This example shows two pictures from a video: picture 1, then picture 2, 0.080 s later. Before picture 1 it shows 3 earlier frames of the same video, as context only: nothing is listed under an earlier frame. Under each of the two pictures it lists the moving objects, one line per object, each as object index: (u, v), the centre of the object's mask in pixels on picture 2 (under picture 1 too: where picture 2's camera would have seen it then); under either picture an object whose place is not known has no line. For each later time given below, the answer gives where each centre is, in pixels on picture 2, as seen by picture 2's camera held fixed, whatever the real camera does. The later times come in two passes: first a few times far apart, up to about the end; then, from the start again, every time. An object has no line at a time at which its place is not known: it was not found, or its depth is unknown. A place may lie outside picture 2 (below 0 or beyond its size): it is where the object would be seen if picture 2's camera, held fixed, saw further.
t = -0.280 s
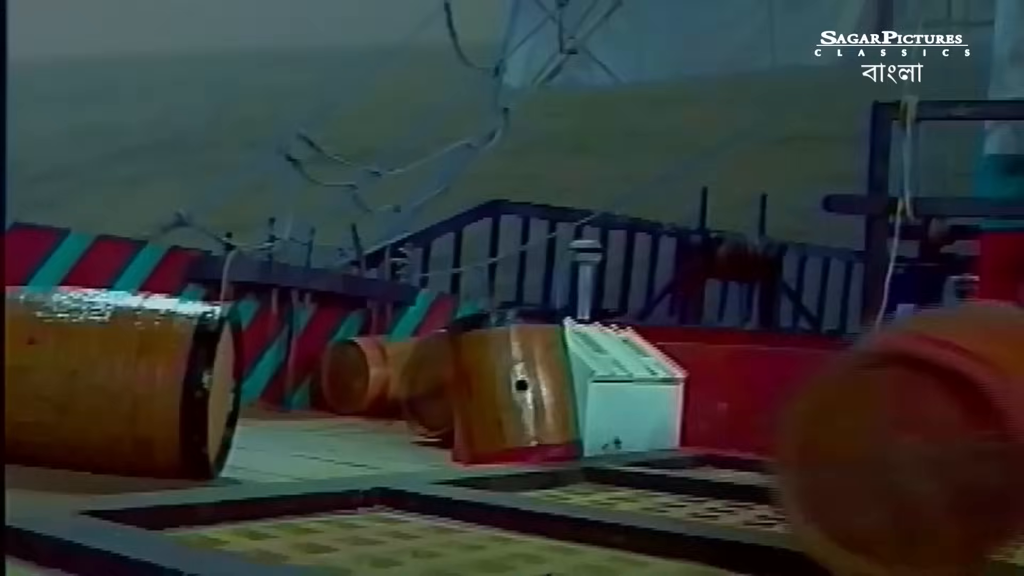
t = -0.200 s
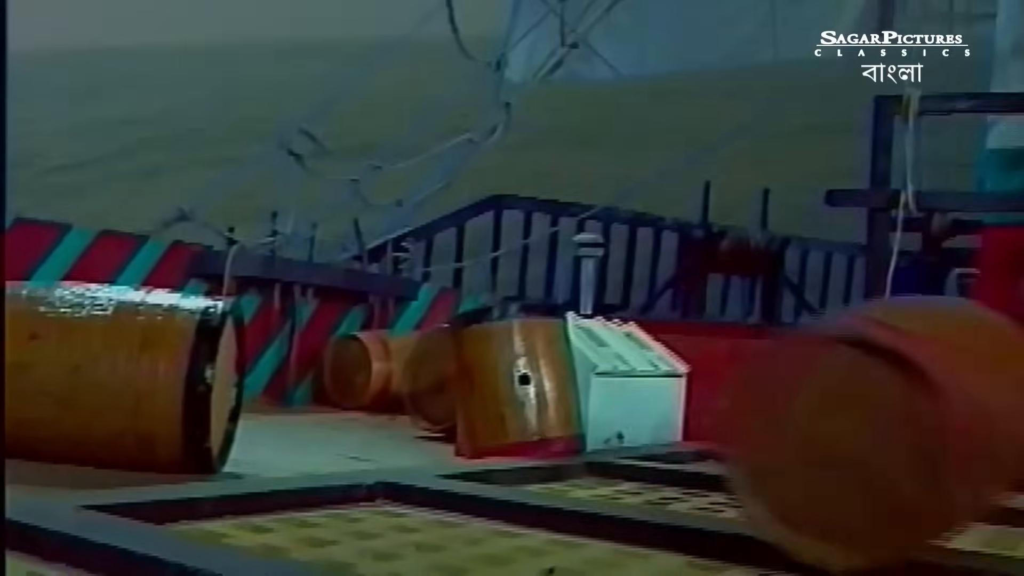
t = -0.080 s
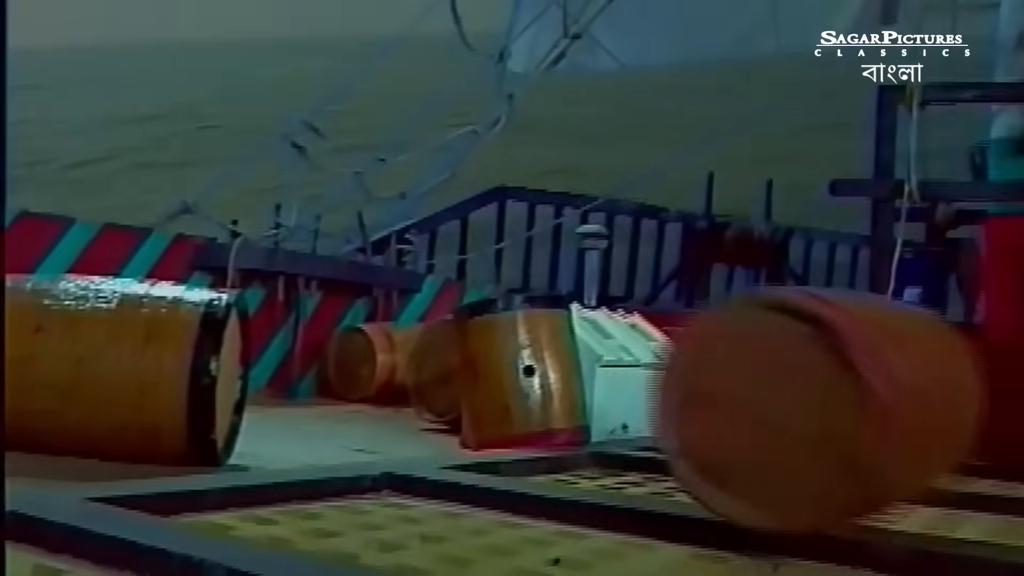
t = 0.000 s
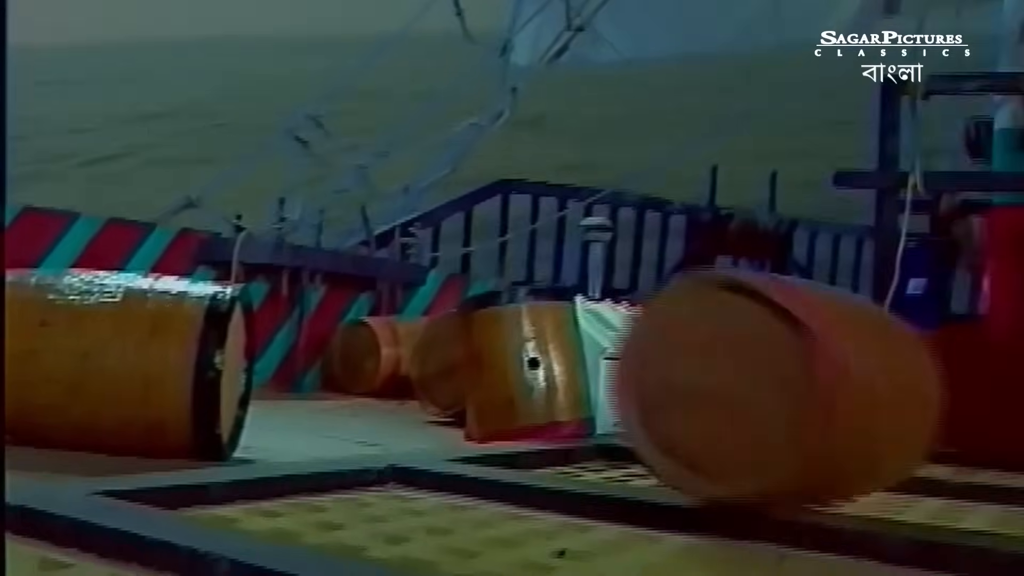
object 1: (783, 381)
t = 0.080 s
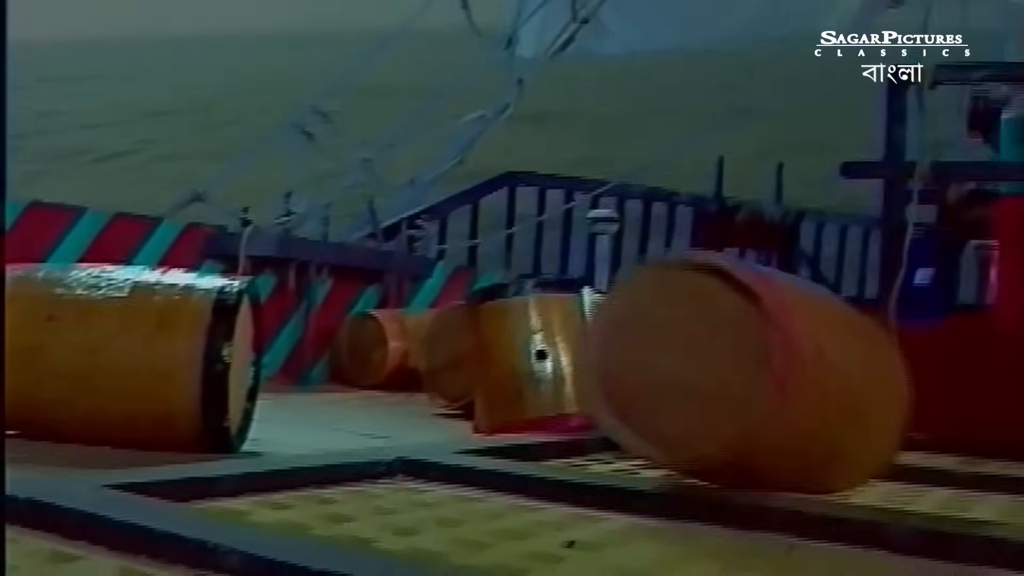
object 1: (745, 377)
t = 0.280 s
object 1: (642, 374)
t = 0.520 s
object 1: (545, 369)
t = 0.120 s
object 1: (726, 376)
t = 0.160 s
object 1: (709, 372)
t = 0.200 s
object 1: (684, 369)
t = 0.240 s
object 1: (664, 370)
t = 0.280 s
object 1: (642, 374)
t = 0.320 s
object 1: (621, 372)
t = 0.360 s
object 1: (602, 371)
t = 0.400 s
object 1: (585, 370)
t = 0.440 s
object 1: (571, 372)
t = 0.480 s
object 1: (558, 369)
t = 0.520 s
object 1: (545, 369)
